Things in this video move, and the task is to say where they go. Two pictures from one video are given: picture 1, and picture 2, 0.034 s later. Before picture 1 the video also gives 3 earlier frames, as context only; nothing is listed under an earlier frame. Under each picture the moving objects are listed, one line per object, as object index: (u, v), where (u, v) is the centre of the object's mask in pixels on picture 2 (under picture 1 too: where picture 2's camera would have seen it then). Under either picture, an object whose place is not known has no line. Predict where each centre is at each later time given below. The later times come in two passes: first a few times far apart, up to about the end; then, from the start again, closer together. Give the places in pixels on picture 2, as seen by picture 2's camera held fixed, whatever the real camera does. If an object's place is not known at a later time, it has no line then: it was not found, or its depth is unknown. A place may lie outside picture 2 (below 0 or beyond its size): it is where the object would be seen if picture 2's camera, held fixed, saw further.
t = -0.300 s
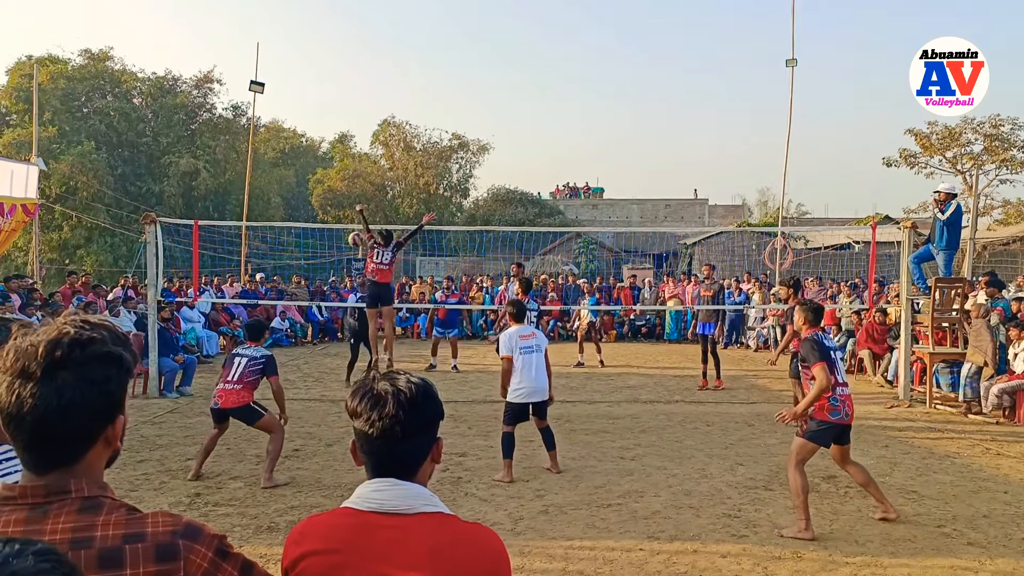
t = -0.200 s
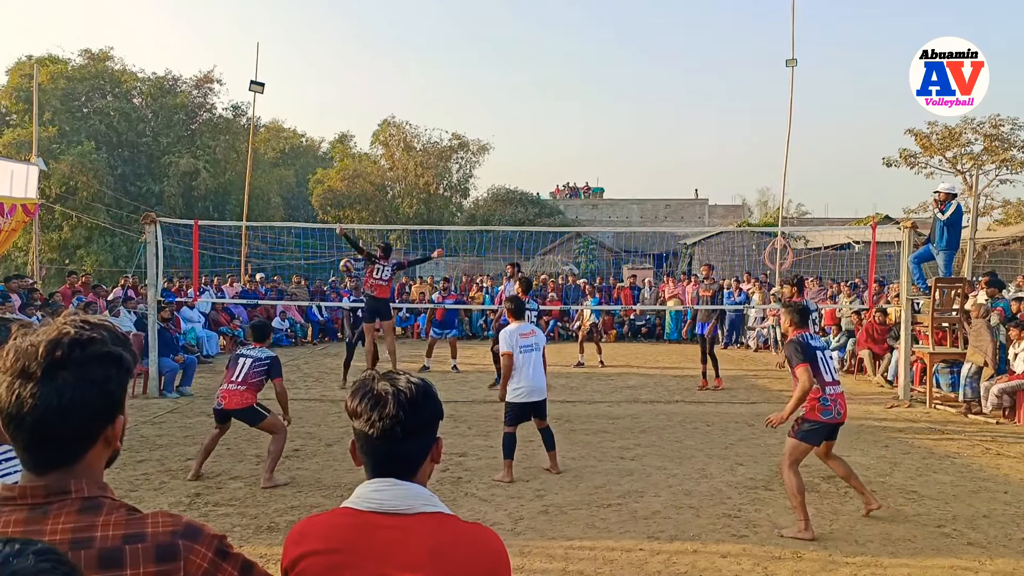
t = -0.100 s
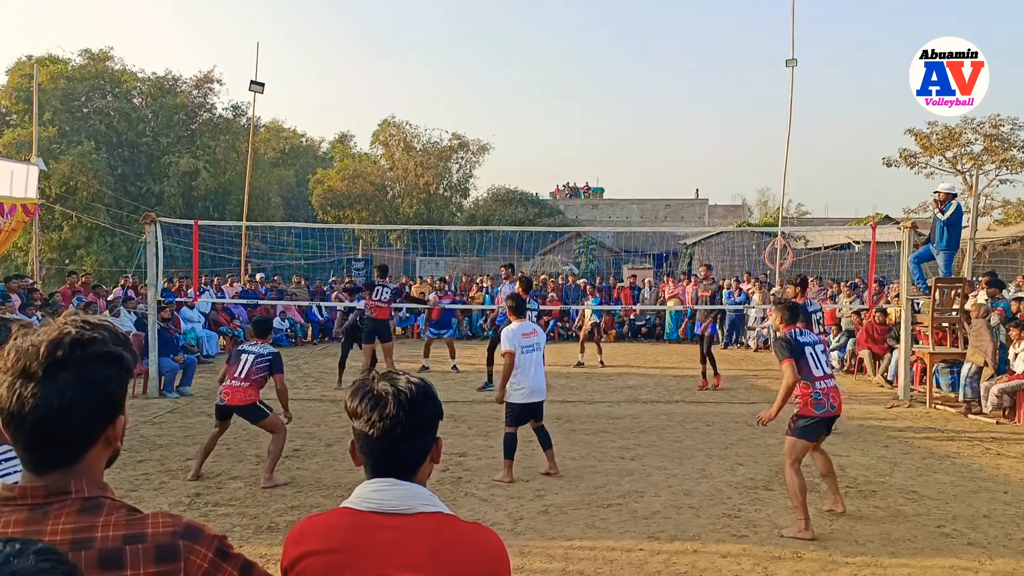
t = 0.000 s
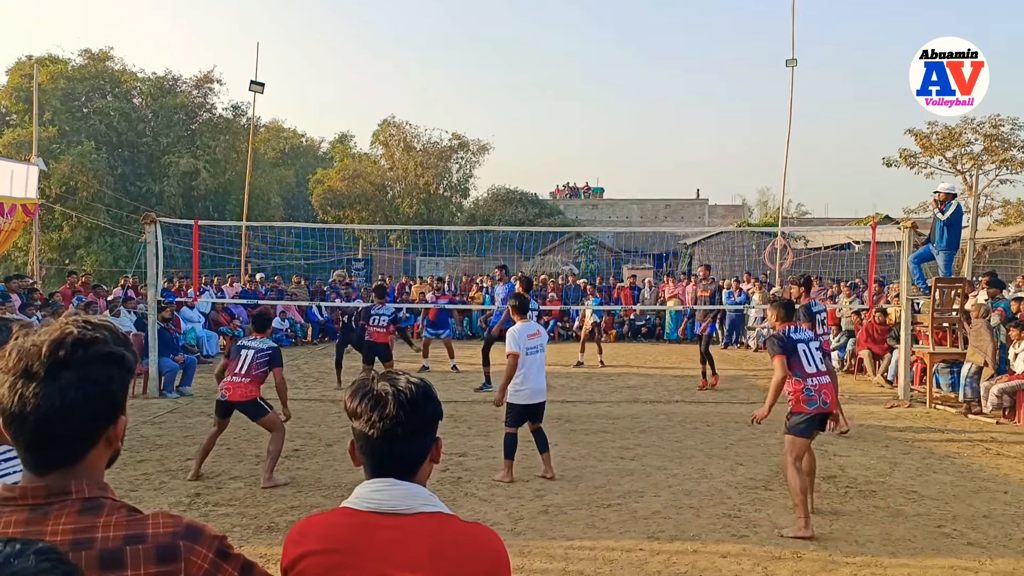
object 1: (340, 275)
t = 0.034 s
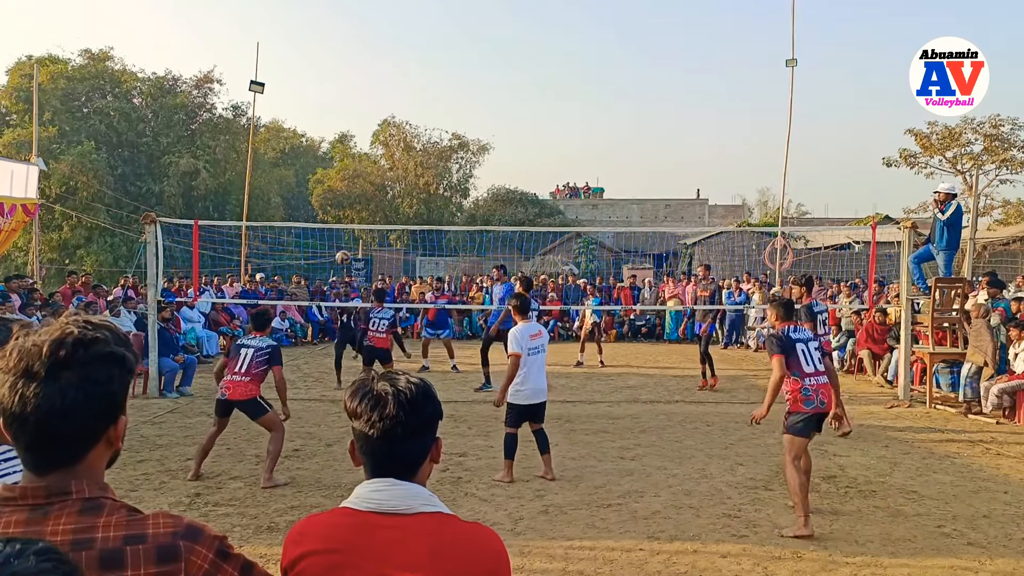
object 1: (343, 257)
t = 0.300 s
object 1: (367, 132)
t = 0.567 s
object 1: (389, 59)
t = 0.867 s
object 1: (412, 34)
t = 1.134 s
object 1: (431, 60)
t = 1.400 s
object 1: (448, 128)
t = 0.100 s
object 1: (349, 220)
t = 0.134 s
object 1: (351, 205)
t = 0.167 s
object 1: (353, 188)
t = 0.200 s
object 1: (357, 173)
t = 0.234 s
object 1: (361, 159)
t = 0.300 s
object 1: (367, 132)
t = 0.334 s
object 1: (370, 121)
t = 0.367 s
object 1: (372, 110)
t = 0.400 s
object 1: (375, 99)
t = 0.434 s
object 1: (378, 90)
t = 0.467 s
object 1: (381, 81)
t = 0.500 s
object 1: (383, 73)
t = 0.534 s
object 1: (386, 66)
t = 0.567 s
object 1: (389, 59)
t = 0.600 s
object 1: (392, 53)
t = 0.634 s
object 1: (394, 48)
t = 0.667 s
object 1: (397, 44)
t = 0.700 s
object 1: (399, 40)
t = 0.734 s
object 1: (402, 38)
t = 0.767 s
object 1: (404, 36)
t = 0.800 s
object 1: (407, 35)
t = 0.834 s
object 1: (409, 34)
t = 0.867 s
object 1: (412, 34)
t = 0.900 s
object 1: (414, 34)
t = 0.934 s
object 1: (417, 36)
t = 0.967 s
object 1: (419, 38)
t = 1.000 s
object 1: (422, 41)
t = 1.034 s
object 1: (425, 45)
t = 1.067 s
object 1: (426, 49)
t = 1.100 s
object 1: (429, 54)
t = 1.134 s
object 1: (431, 60)
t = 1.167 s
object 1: (433, 66)
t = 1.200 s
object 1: (436, 73)
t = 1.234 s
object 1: (438, 81)
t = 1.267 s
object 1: (440, 89)
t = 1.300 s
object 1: (441, 98)
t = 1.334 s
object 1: (443, 107)
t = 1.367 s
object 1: (446, 117)
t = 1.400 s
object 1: (448, 128)
